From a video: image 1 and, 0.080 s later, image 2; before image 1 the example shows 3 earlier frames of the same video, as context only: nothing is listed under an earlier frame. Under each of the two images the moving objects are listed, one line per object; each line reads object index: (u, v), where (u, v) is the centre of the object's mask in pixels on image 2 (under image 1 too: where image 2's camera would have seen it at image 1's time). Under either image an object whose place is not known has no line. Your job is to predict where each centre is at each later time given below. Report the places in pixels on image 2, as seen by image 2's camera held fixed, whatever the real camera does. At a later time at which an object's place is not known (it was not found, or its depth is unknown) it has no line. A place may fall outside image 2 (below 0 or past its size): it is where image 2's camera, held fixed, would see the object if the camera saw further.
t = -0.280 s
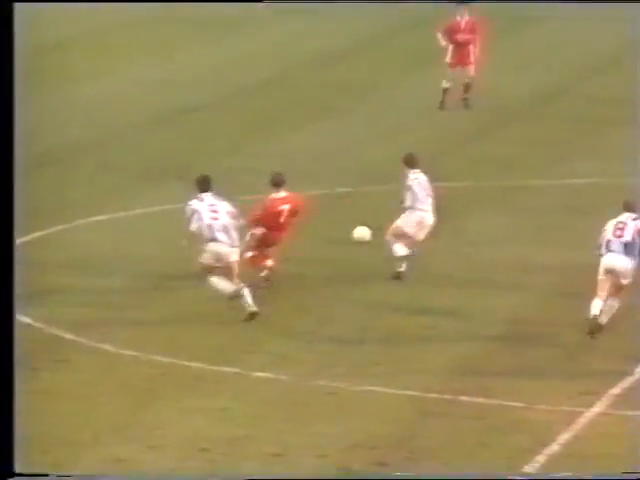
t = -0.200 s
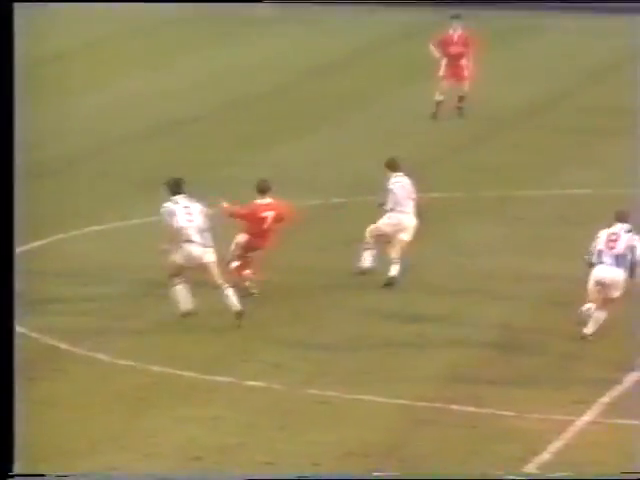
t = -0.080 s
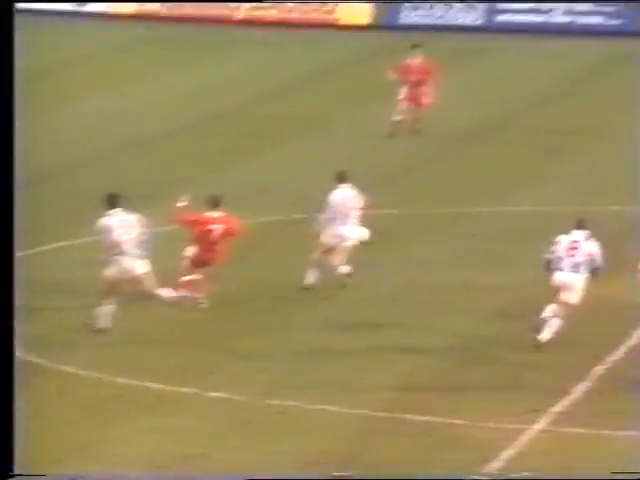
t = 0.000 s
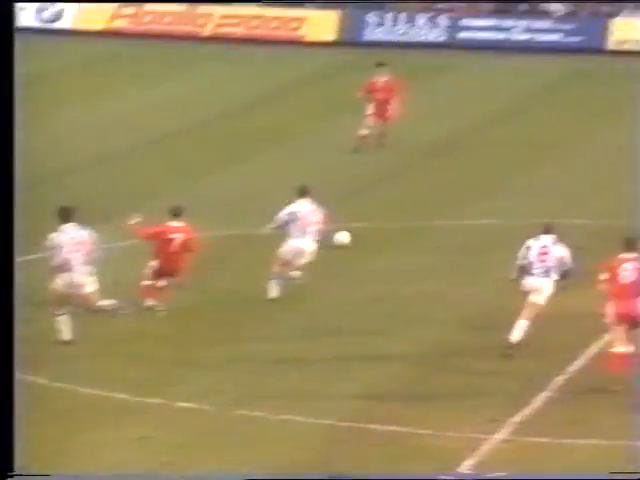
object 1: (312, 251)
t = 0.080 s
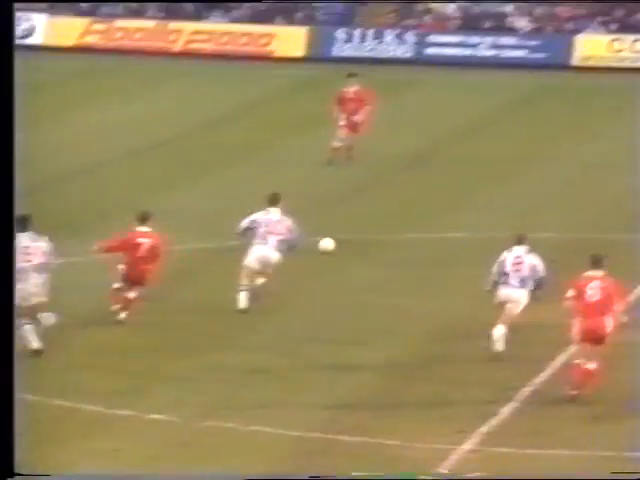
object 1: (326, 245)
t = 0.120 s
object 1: (332, 241)
